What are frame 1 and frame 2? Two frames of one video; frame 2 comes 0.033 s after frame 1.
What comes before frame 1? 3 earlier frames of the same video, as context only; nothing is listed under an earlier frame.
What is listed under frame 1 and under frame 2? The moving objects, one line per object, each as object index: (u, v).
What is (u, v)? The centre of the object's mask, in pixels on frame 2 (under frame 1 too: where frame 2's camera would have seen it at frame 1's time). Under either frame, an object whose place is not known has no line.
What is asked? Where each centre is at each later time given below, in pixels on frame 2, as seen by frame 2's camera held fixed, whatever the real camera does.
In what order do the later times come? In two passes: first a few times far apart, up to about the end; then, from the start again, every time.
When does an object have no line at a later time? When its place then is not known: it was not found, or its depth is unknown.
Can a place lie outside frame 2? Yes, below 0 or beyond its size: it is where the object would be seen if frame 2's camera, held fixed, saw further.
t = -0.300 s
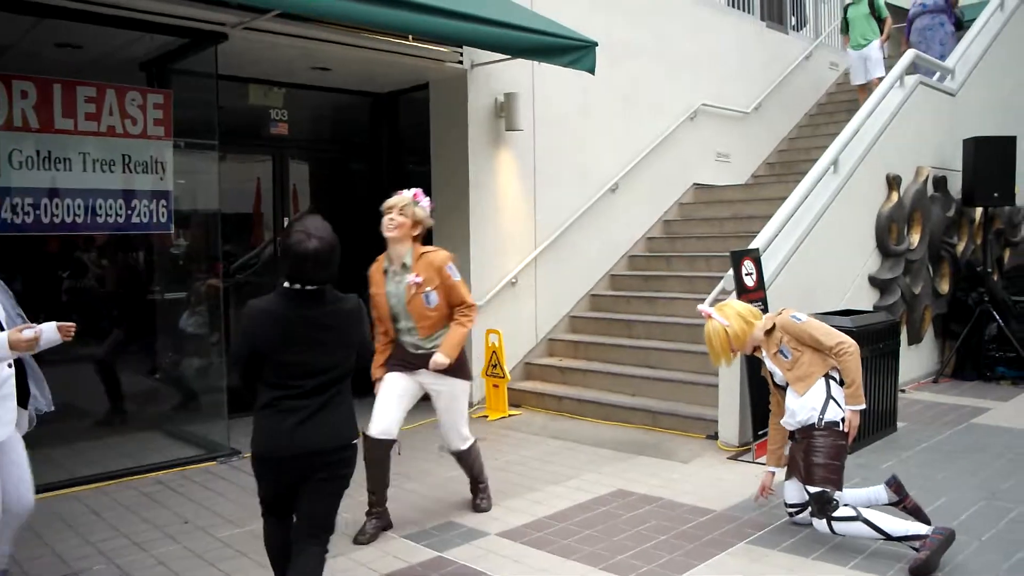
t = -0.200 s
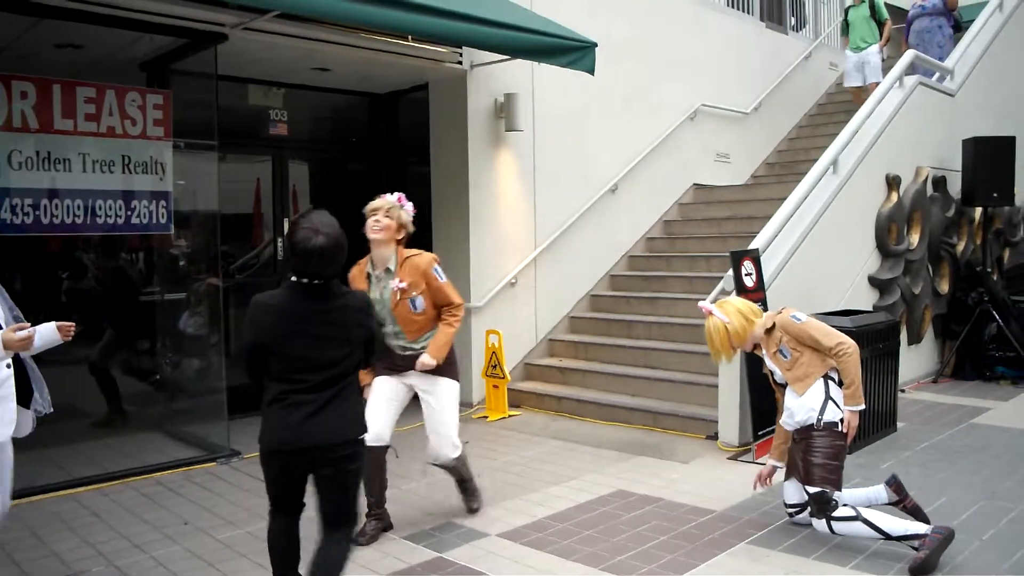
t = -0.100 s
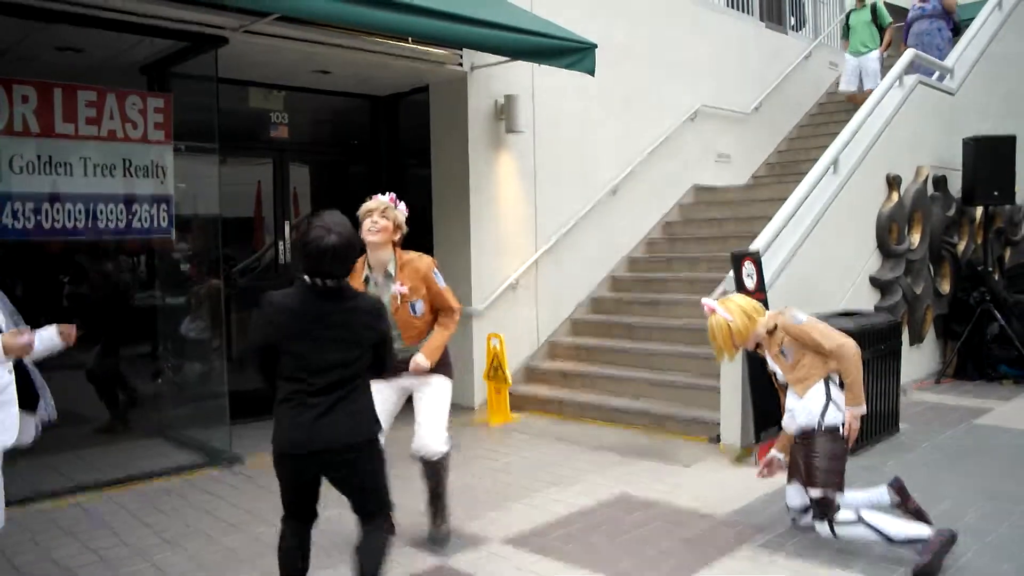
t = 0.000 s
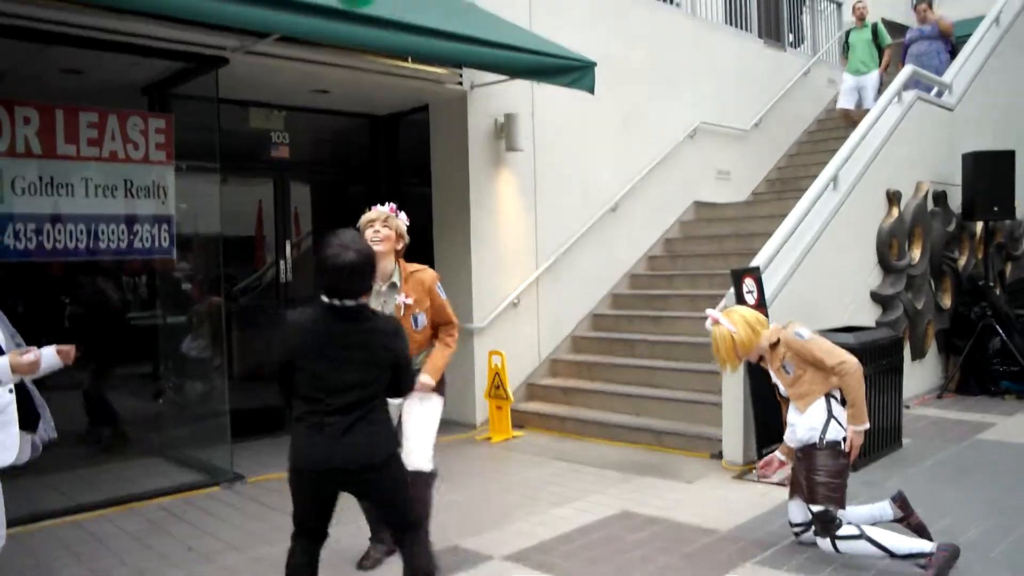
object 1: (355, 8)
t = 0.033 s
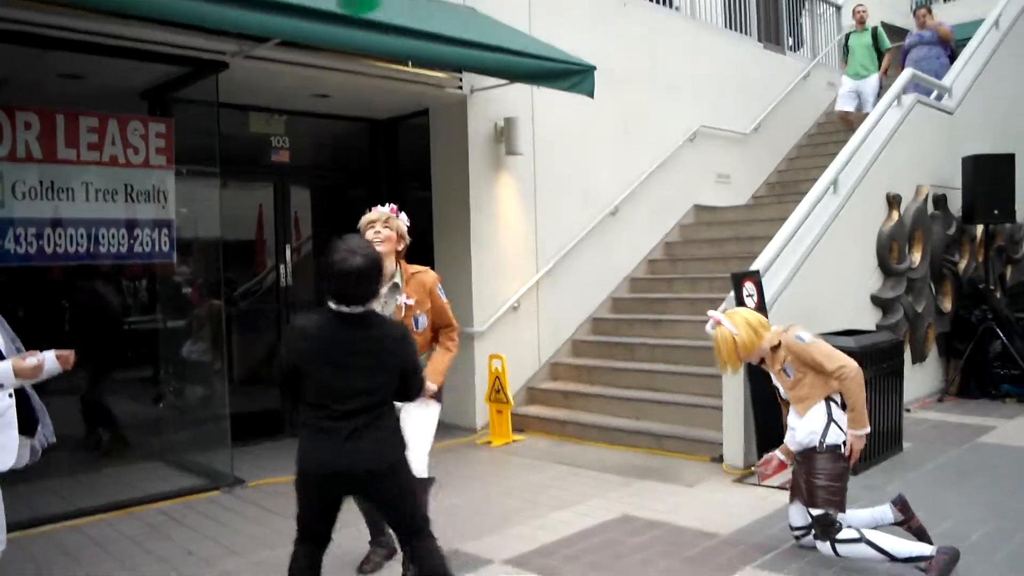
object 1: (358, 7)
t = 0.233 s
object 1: (387, 17)
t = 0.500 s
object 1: (431, 90)
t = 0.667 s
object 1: (455, 148)
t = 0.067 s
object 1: (362, 6)
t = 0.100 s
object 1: (367, 6)
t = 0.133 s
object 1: (371, 6)
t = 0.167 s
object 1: (375, 7)
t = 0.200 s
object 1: (381, 10)
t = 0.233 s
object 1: (387, 17)
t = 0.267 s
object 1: (392, 24)
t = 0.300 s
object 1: (397, 33)
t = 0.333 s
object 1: (403, 41)
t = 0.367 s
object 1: (408, 50)
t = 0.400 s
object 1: (413, 58)
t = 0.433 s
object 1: (422, 69)
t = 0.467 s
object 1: (426, 78)
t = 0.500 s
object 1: (431, 90)
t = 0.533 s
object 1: (437, 102)
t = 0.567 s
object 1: (442, 114)
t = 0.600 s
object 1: (448, 125)
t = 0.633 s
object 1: (451, 137)
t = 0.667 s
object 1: (455, 148)
